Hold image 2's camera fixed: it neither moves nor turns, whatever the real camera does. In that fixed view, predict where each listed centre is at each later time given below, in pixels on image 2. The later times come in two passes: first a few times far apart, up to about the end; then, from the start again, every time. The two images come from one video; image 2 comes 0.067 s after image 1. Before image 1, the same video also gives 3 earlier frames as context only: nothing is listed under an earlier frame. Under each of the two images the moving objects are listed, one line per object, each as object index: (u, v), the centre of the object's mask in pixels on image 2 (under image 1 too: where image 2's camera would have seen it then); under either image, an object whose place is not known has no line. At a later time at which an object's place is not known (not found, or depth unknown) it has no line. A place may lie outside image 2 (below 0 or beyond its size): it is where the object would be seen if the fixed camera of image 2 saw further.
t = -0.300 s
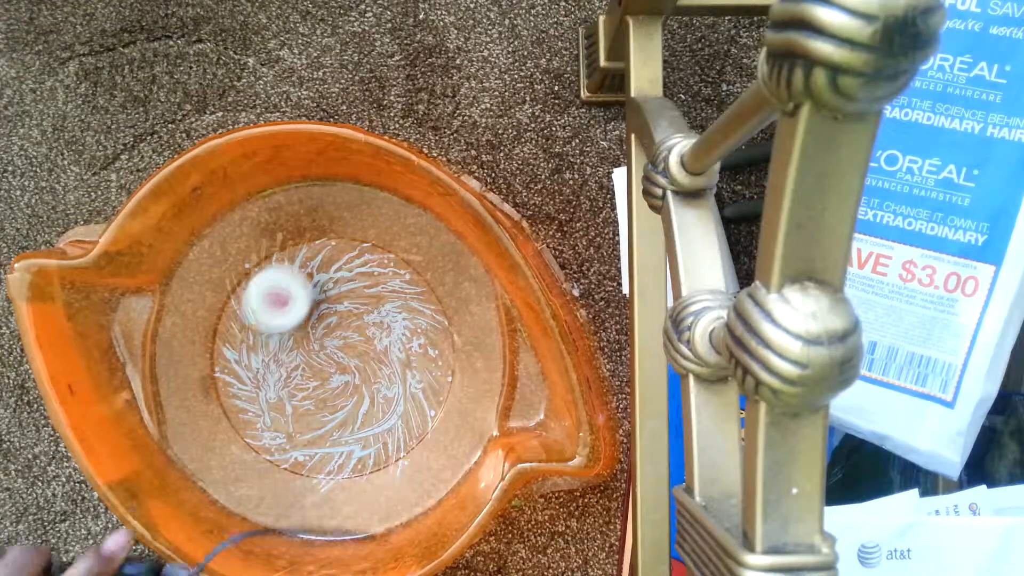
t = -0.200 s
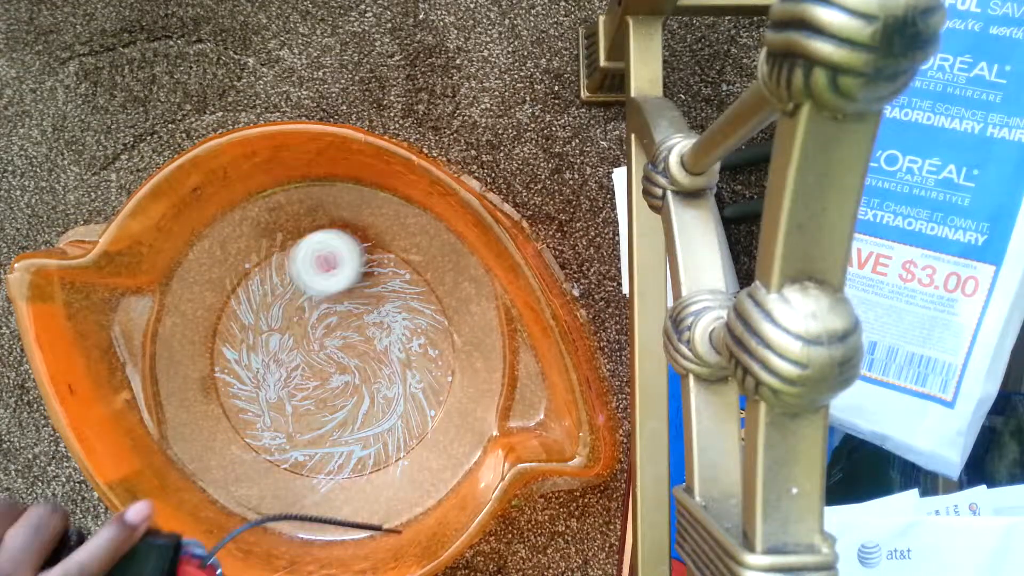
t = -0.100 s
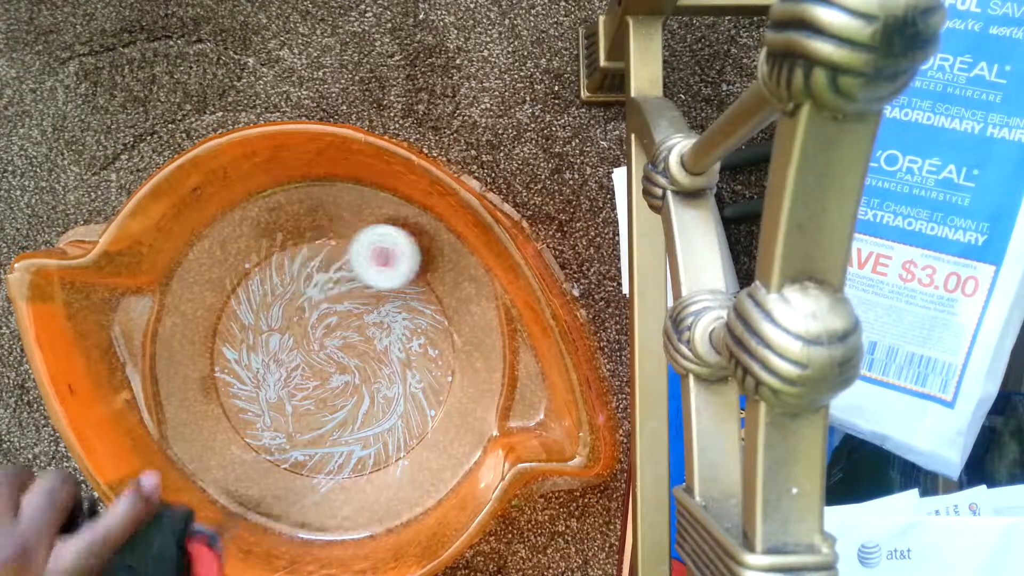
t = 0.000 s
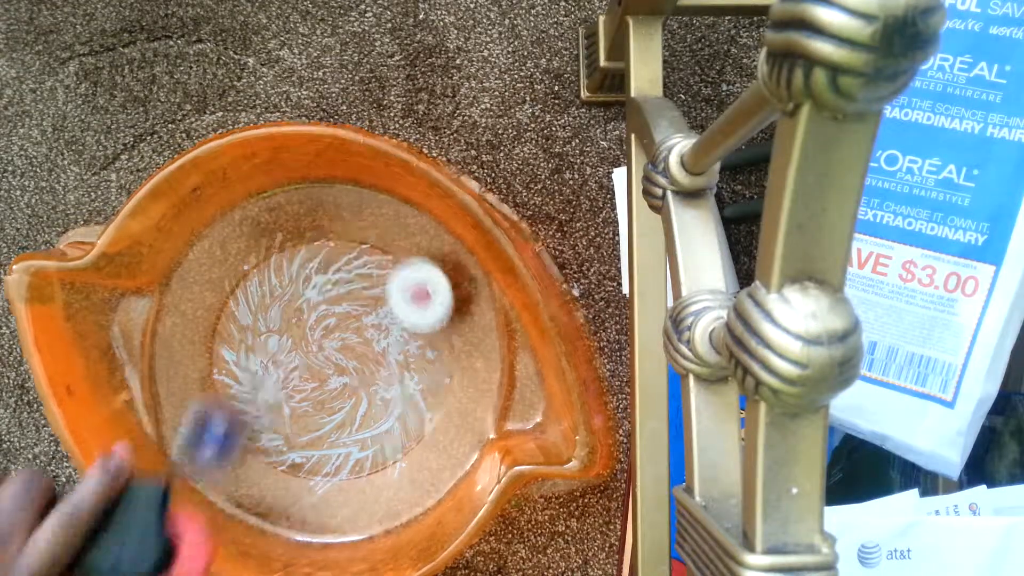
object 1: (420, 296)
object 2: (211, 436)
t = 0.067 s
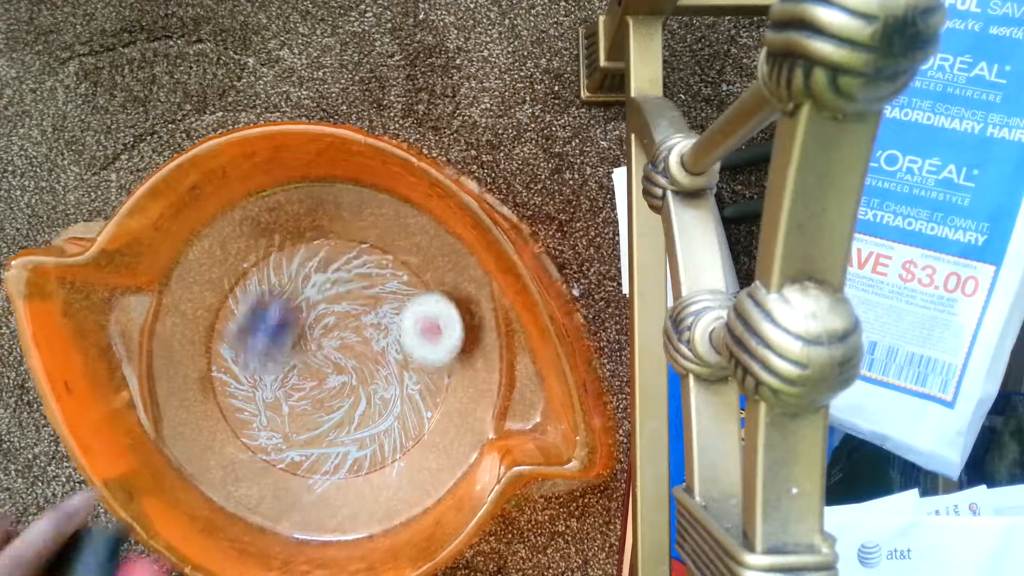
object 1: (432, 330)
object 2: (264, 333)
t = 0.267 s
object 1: (396, 440)
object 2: (387, 265)
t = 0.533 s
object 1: (243, 433)
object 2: (391, 423)
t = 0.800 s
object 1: (227, 293)
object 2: (311, 391)
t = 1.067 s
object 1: (359, 145)
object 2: (346, 447)
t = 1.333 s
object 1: (443, 398)
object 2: (336, 453)
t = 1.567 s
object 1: (415, 411)
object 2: (236, 342)
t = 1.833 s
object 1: (169, 432)
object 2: (315, 210)
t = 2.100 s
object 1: (228, 326)
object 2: (337, 290)
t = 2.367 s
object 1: (206, 428)
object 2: (450, 329)
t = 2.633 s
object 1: (265, 442)
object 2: (343, 423)
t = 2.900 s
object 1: (277, 419)
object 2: (436, 414)
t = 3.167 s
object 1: (326, 408)
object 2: (388, 293)
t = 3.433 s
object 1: (382, 401)
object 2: (267, 412)
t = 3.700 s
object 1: (418, 366)
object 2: (394, 484)
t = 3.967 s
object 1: (364, 246)
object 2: (441, 340)
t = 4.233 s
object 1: (234, 263)
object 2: (272, 338)
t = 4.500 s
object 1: (207, 338)
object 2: (279, 502)
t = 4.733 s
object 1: (294, 425)
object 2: (415, 437)
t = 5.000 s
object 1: (333, 465)
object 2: (327, 266)
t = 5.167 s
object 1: (314, 451)
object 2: (212, 289)
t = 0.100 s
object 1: (435, 348)
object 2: (291, 276)
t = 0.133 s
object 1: (435, 366)
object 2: (312, 226)
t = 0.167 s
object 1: (431, 387)
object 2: (328, 205)
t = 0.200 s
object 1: (423, 406)
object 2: (342, 219)
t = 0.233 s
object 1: (413, 420)
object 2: (362, 239)
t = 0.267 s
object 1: (396, 440)
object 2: (387, 265)
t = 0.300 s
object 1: (378, 453)
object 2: (409, 286)
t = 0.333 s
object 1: (358, 462)
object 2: (418, 311)
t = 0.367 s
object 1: (340, 467)
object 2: (424, 335)
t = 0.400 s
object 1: (320, 467)
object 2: (429, 356)
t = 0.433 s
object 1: (298, 464)
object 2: (420, 378)
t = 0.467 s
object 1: (277, 457)
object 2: (412, 396)
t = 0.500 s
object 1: (259, 446)
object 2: (401, 411)
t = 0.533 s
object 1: (243, 433)
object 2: (391, 423)
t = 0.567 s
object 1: (229, 417)
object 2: (377, 431)
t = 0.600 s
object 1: (218, 397)
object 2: (363, 436)
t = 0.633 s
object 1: (210, 378)
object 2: (349, 436)
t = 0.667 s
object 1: (207, 356)
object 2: (338, 432)
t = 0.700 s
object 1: (207, 337)
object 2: (328, 426)
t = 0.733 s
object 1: (210, 320)
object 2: (321, 417)
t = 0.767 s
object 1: (217, 306)
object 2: (314, 406)
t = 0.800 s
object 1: (227, 293)
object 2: (311, 391)
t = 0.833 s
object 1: (238, 281)
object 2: (306, 374)
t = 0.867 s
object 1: (251, 269)
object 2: (305, 352)
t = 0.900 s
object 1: (265, 258)
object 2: (304, 327)
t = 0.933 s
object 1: (281, 246)
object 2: (306, 315)
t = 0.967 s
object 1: (284, 194)
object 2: (313, 341)
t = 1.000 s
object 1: (296, 169)
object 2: (323, 371)
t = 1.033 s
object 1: (314, 153)
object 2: (335, 400)
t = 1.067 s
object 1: (359, 145)
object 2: (346, 447)
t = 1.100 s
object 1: (382, 159)
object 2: (353, 466)
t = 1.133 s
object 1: (402, 183)
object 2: (359, 476)
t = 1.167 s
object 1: (411, 222)
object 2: (364, 479)
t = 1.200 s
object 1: (416, 271)
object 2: (368, 477)
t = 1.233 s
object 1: (421, 315)
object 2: (372, 470)
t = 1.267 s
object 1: (415, 358)
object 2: (374, 457)
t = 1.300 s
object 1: (409, 396)
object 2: (372, 442)
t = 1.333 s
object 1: (443, 398)
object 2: (336, 453)
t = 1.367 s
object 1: (470, 389)
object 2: (288, 468)
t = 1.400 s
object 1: (495, 378)
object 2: (239, 482)
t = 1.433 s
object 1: (510, 372)
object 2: (222, 471)
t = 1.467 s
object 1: (497, 380)
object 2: (217, 440)
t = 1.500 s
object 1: (474, 392)
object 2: (218, 405)
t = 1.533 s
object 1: (448, 402)
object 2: (225, 370)
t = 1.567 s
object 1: (415, 411)
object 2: (236, 342)
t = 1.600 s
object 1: (376, 424)
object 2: (250, 314)
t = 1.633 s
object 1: (338, 434)
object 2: (265, 288)
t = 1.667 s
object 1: (301, 444)
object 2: (277, 262)
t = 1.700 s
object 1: (265, 451)
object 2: (287, 235)
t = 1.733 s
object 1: (234, 455)
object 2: (296, 218)
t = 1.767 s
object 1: (210, 451)
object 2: (303, 204)
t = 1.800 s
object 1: (189, 444)
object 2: (308, 205)
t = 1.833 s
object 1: (169, 432)
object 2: (315, 210)
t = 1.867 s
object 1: (157, 420)
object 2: (320, 218)
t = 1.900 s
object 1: (156, 403)
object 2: (324, 228)
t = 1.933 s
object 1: (161, 385)
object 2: (325, 239)
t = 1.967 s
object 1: (168, 370)
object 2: (327, 252)
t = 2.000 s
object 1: (177, 356)
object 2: (328, 264)
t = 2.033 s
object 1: (190, 343)
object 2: (330, 274)
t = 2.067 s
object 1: (207, 334)
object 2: (333, 283)
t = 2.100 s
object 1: (228, 326)
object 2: (337, 290)
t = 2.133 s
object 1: (253, 321)
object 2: (341, 295)
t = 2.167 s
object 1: (278, 322)
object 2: (347, 299)
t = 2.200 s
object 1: (266, 337)
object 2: (383, 291)
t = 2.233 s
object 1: (237, 359)
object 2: (429, 276)
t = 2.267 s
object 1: (215, 379)
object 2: (454, 274)
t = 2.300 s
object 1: (207, 399)
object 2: (452, 291)
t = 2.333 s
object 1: (204, 415)
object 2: (451, 310)
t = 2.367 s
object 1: (206, 428)
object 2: (450, 329)
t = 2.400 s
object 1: (211, 436)
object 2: (439, 349)
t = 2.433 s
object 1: (220, 443)
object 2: (420, 367)
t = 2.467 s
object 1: (231, 446)
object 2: (401, 382)
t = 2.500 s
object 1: (244, 446)
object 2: (382, 395)
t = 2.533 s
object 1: (258, 445)
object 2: (366, 407)
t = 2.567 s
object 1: (270, 443)
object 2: (348, 417)
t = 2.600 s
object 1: (270, 442)
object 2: (339, 422)
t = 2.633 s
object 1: (265, 442)
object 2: (343, 423)
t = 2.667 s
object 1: (263, 441)
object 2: (348, 425)
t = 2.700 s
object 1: (263, 438)
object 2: (356, 426)
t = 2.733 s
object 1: (262, 435)
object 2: (368, 428)
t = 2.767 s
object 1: (263, 432)
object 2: (379, 431)
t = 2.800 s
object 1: (265, 428)
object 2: (392, 430)
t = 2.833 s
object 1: (268, 425)
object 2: (408, 429)
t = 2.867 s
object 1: (272, 423)
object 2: (425, 422)
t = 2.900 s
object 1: (277, 419)
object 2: (436, 414)
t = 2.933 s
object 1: (285, 416)
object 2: (441, 397)
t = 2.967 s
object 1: (290, 415)
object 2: (440, 379)
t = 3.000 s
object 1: (295, 413)
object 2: (440, 362)
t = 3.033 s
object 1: (300, 411)
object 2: (440, 343)
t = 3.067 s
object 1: (306, 410)
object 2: (433, 326)
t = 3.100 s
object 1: (314, 409)
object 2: (424, 311)
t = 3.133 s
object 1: (320, 409)
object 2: (407, 298)
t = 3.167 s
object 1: (326, 408)
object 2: (388, 293)
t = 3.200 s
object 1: (335, 407)
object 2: (368, 293)
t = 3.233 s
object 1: (344, 407)
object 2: (346, 297)
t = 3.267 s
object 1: (351, 406)
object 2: (325, 307)
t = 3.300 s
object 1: (357, 406)
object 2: (307, 322)
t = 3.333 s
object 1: (364, 405)
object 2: (291, 340)
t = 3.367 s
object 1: (370, 403)
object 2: (279, 362)
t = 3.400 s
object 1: (376, 403)
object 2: (271, 387)
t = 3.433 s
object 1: (382, 401)
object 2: (267, 412)
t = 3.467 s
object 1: (389, 398)
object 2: (268, 434)
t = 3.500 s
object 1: (396, 394)
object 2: (274, 460)
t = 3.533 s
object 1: (402, 390)
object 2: (285, 476)
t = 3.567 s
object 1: (407, 386)
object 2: (304, 485)
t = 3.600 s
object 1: (411, 381)
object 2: (324, 491)
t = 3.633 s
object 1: (416, 375)
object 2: (345, 492)
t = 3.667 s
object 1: (418, 371)
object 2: (372, 491)
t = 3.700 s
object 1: (418, 366)
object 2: (394, 484)
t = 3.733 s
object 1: (419, 361)
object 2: (414, 470)
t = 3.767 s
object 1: (419, 354)
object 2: (433, 451)
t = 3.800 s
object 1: (419, 348)
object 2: (444, 428)
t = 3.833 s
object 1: (419, 342)
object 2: (449, 400)
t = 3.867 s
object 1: (415, 330)
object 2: (453, 381)
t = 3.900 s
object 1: (399, 300)
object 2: (451, 368)
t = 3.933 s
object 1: (384, 270)
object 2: (449, 355)
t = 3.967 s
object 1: (364, 246)
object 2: (441, 340)
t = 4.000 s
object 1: (342, 227)
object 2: (427, 327)
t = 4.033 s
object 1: (322, 212)
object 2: (408, 315)
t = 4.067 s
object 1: (300, 204)
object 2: (386, 307)
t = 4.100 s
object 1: (281, 202)
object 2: (366, 302)
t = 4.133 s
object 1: (270, 213)
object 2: (338, 302)
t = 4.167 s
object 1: (258, 234)
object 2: (313, 305)
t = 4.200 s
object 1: (251, 255)
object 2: (286, 312)
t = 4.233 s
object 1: (234, 263)
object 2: (272, 338)
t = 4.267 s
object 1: (220, 267)
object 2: (257, 370)
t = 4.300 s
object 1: (208, 274)
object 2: (240, 400)
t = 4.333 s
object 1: (198, 283)
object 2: (230, 425)
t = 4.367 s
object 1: (194, 292)
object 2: (231, 445)
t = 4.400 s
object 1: (192, 303)
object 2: (239, 461)
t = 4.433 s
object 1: (193, 315)
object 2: (249, 476)
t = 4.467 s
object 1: (198, 326)
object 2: (263, 489)
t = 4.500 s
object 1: (207, 338)
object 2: (279, 502)
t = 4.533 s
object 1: (220, 352)
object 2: (300, 512)
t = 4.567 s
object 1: (231, 365)
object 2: (322, 515)
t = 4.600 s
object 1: (244, 378)
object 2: (346, 511)
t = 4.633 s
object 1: (259, 389)
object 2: (370, 500)
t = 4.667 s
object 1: (271, 401)
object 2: (390, 483)
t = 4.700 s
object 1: (283, 417)
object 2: (405, 460)
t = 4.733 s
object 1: (294, 425)
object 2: (415, 437)
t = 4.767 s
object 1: (301, 434)
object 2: (422, 407)
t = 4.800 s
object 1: (313, 444)
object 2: (420, 381)
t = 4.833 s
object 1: (319, 451)
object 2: (416, 356)
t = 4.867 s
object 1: (324, 456)
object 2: (406, 334)
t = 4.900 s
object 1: (330, 462)
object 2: (392, 314)
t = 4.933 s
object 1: (333, 465)
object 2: (375, 293)
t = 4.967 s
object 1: (334, 466)
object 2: (352, 278)
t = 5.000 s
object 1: (333, 465)
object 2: (327, 266)
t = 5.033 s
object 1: (330, 464)
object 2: (303, 258)
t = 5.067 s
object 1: (328, 460)
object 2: (277, 255)
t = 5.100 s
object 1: (323, 458)
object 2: (254, 261)
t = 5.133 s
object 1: (318, 454)
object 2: (232, 273)
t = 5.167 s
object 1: (314, 451)
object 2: (212, 289)
